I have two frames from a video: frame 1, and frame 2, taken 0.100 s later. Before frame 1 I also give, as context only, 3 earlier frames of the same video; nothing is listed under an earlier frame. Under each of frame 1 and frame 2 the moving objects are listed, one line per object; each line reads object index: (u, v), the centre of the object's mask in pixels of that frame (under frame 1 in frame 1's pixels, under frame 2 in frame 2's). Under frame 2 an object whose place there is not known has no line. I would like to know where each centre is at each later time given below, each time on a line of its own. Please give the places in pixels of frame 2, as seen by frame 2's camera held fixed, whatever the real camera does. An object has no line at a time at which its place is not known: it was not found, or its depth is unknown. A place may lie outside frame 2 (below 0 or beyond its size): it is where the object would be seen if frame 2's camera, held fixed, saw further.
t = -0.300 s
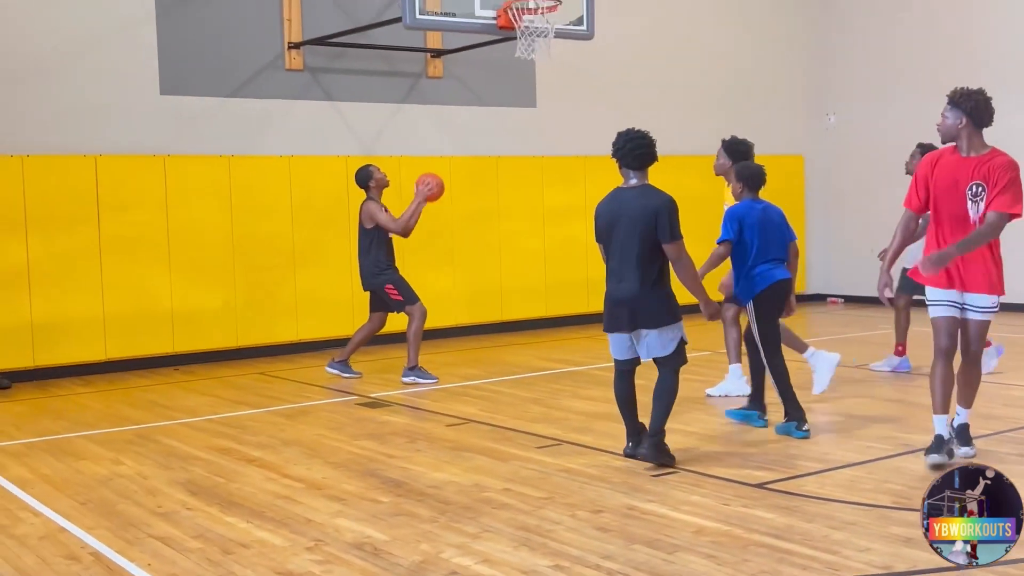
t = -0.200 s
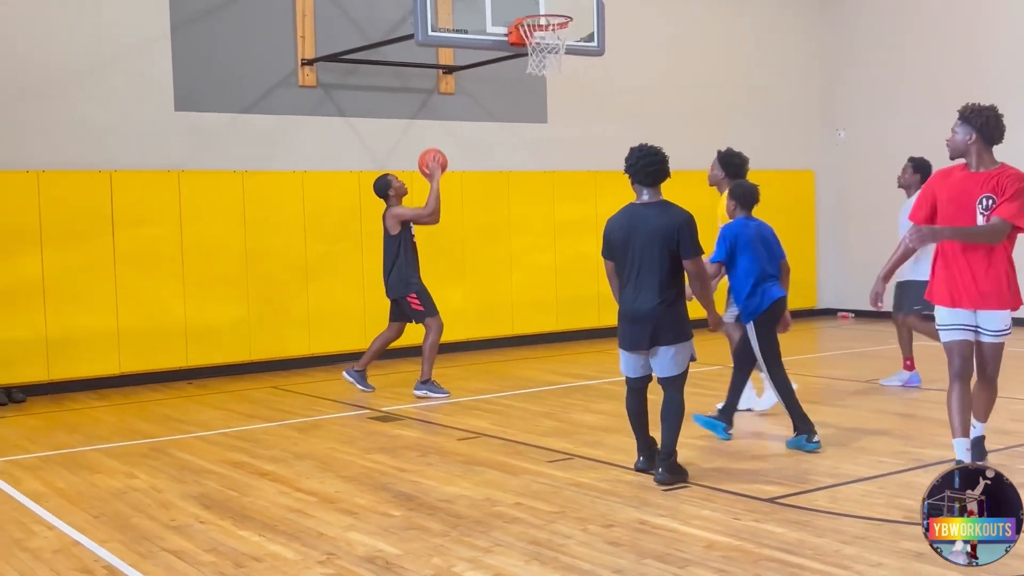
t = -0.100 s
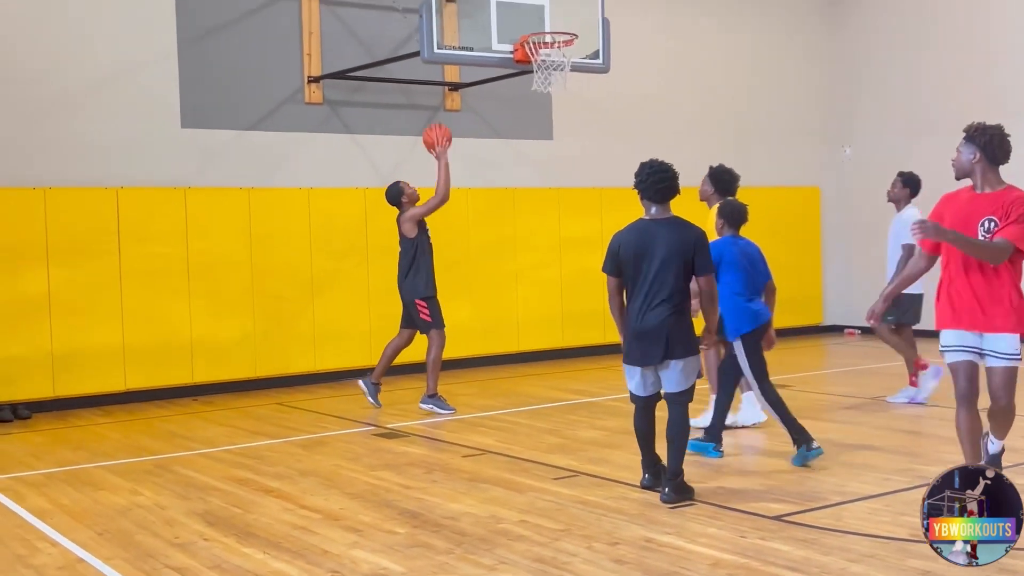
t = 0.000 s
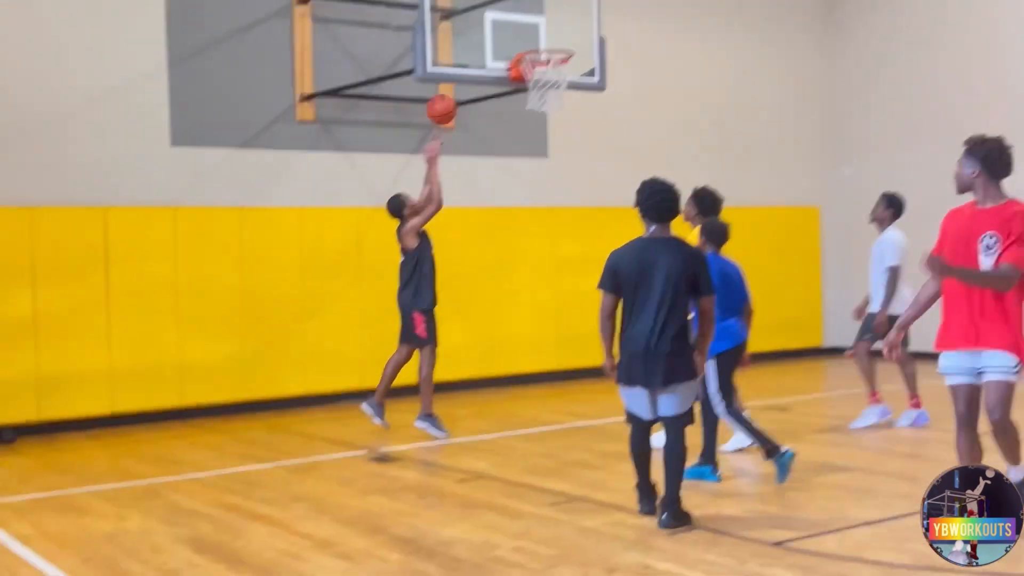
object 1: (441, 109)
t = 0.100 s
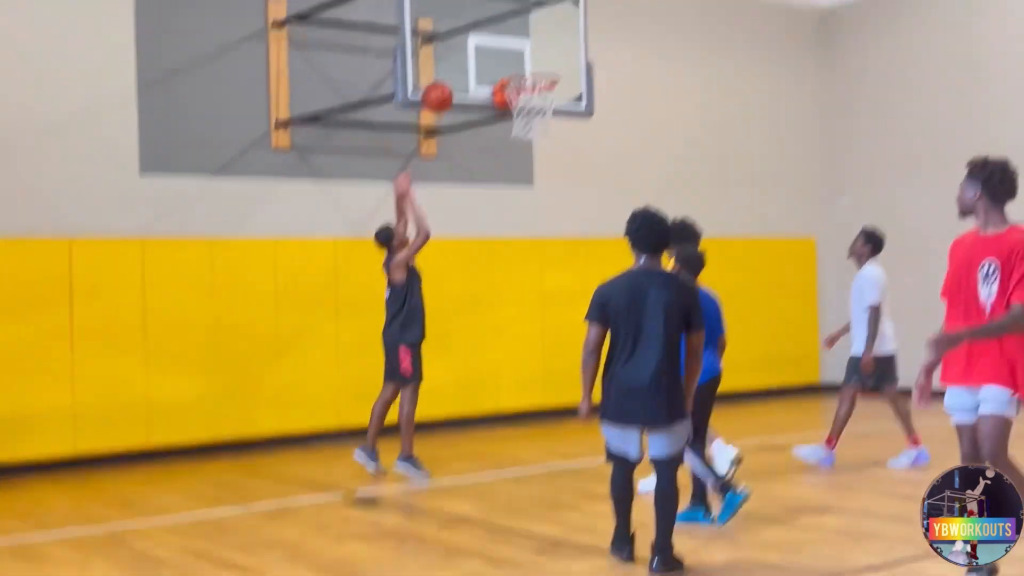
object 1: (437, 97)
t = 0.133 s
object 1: (442, 88)
